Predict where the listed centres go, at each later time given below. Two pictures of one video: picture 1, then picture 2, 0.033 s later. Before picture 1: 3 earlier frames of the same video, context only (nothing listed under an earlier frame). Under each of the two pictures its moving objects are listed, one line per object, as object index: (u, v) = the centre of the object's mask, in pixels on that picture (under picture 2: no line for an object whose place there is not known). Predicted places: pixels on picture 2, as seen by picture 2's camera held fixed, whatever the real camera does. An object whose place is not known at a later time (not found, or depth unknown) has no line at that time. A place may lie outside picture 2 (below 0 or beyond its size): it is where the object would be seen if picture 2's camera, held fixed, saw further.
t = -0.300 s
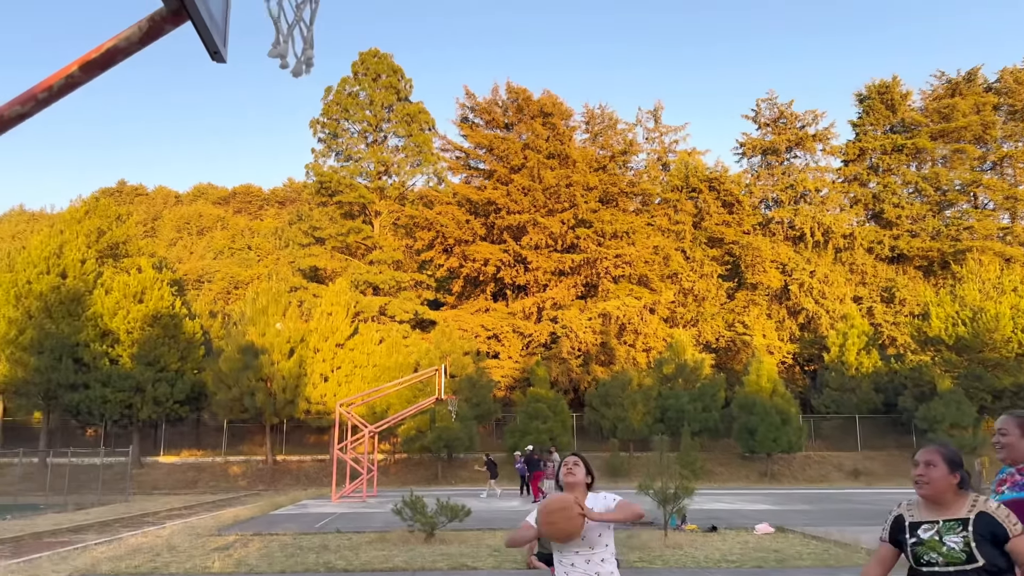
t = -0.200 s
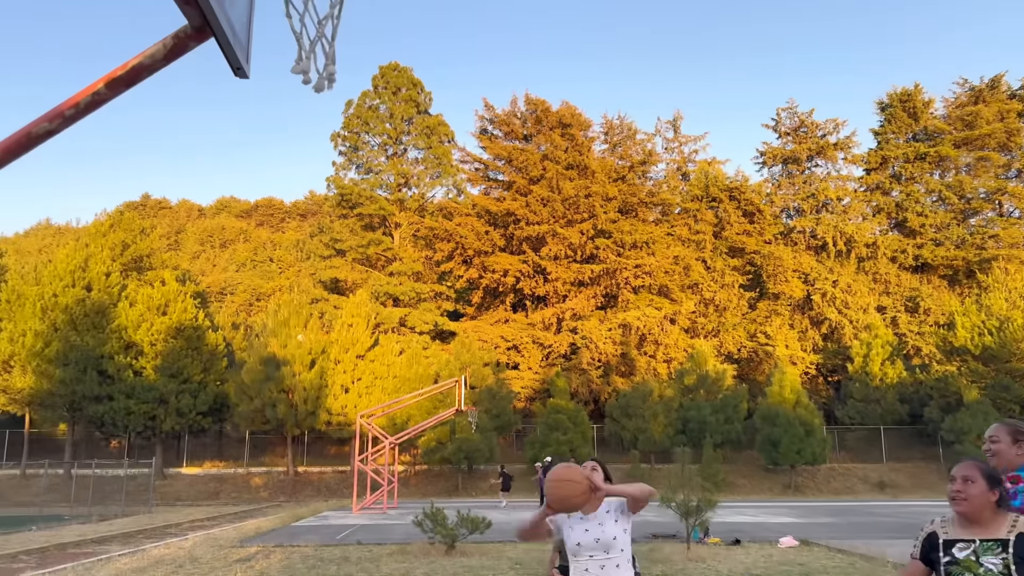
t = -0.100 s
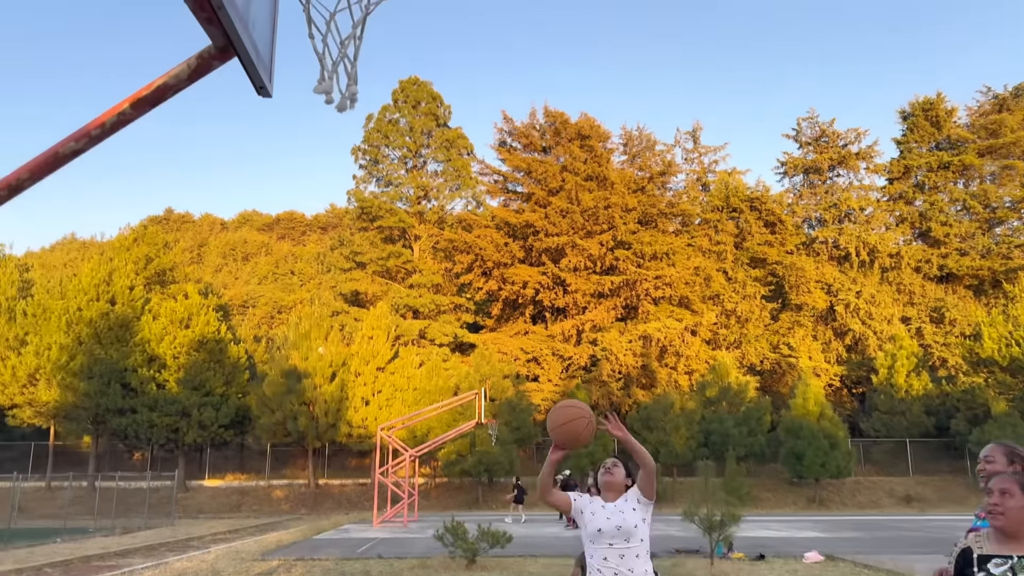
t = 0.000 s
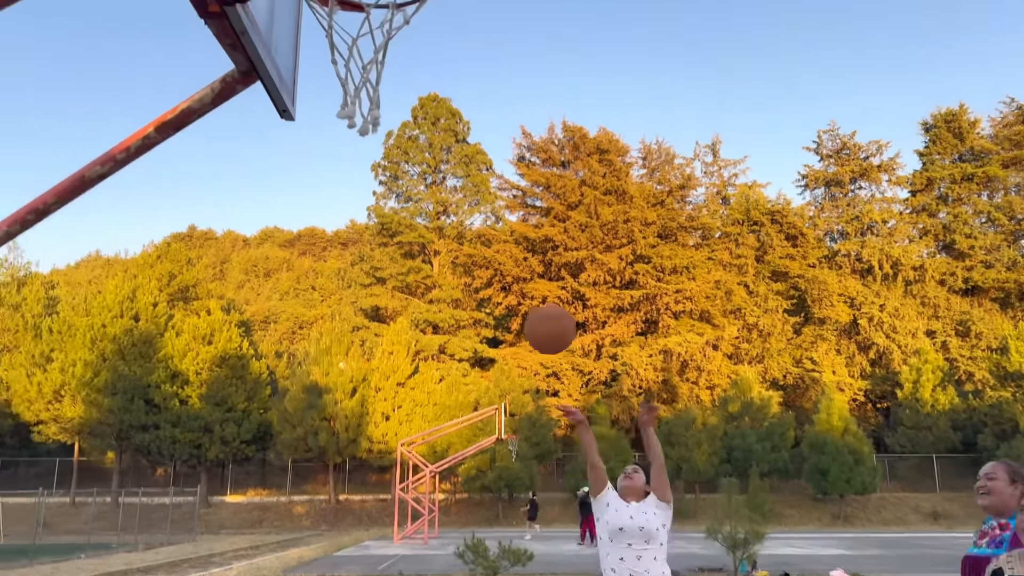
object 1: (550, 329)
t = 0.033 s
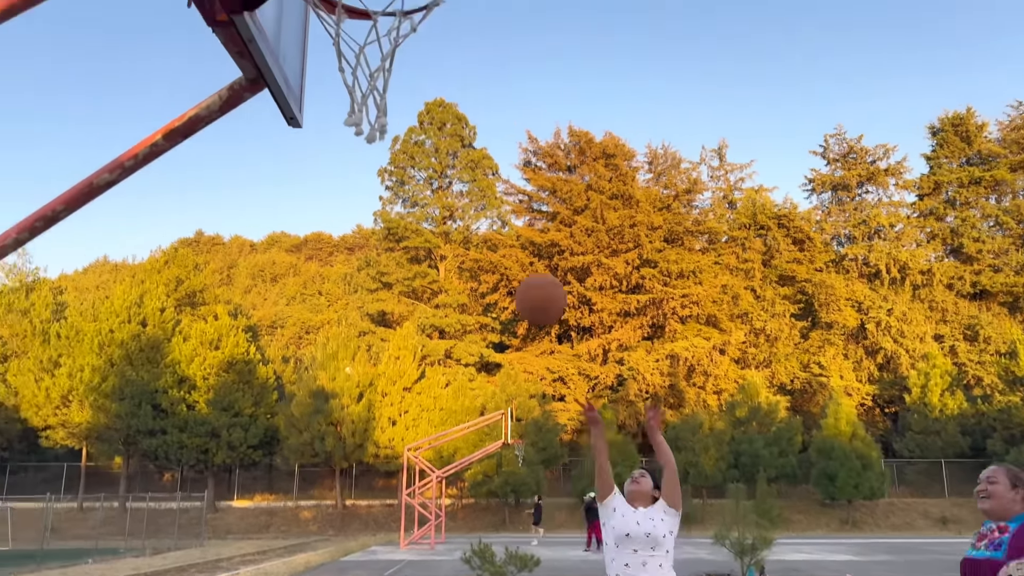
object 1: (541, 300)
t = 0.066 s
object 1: (521, 266)
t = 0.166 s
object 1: (456, 168)
